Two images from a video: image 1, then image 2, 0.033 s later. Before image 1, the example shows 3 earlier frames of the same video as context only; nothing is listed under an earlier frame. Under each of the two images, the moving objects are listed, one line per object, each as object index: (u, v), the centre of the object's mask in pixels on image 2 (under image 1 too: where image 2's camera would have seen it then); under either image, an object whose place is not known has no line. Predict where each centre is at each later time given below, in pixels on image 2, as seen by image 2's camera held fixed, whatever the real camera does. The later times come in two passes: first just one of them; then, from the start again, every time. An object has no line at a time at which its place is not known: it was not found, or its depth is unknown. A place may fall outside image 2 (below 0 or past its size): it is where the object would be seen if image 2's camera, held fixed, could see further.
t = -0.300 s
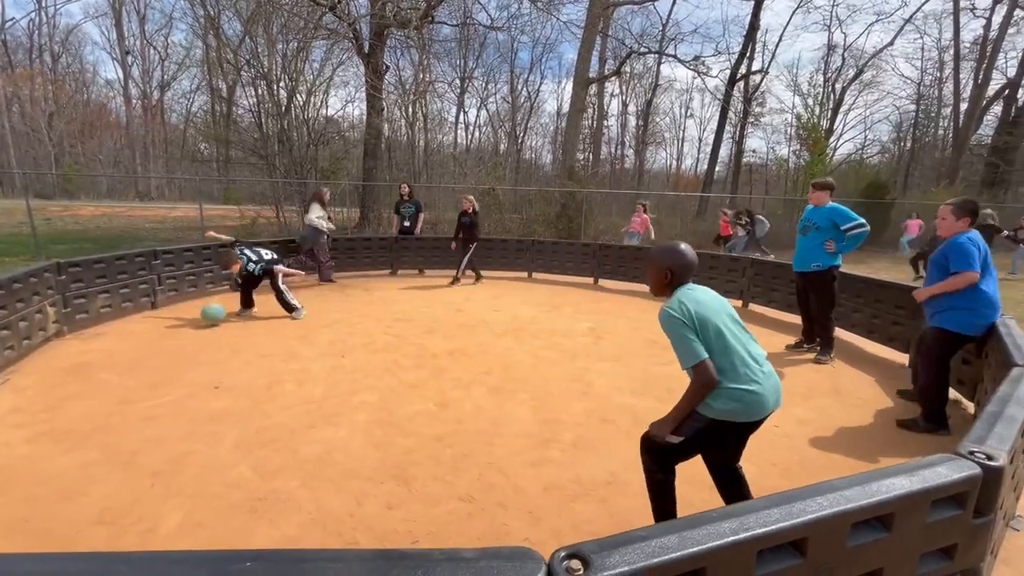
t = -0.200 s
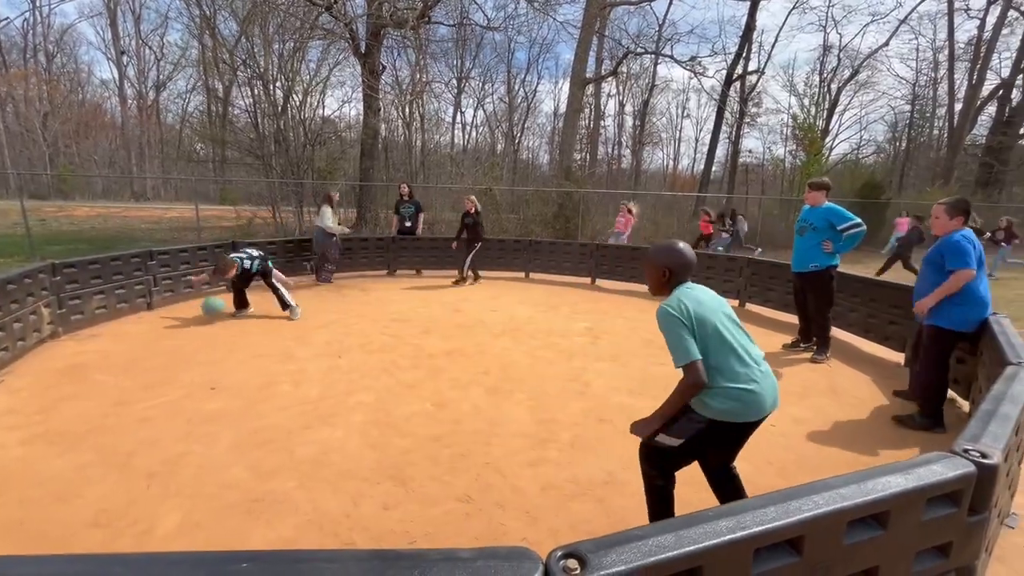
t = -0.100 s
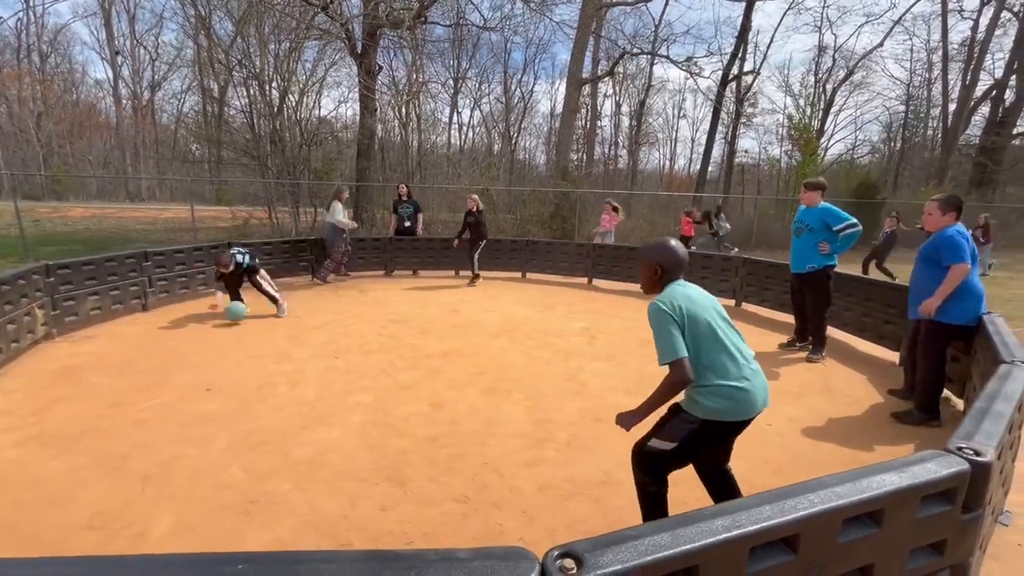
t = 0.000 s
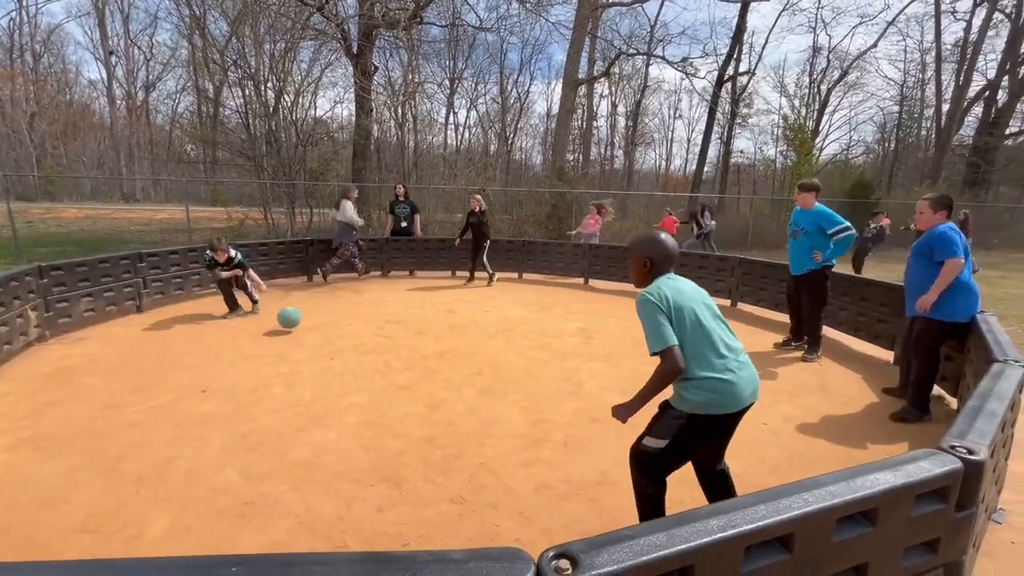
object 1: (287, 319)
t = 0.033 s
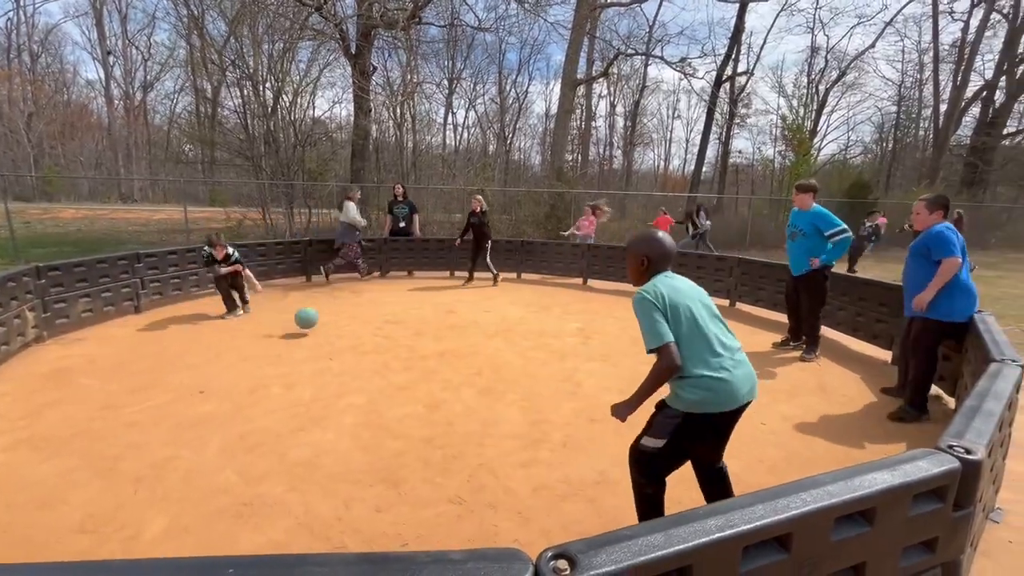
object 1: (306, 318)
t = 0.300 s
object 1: (461, 335)
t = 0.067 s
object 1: (325, 320)
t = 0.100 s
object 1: (346, 322)
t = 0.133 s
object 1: (366, 325)
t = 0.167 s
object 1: (387, 330)
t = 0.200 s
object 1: (407, 336)
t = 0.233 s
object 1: (426, 338)
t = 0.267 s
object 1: (444, 336)
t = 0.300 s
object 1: (461, 335)
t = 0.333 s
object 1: (479, 336)
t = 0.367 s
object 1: (497, 337)
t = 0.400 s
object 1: (516, 340)
